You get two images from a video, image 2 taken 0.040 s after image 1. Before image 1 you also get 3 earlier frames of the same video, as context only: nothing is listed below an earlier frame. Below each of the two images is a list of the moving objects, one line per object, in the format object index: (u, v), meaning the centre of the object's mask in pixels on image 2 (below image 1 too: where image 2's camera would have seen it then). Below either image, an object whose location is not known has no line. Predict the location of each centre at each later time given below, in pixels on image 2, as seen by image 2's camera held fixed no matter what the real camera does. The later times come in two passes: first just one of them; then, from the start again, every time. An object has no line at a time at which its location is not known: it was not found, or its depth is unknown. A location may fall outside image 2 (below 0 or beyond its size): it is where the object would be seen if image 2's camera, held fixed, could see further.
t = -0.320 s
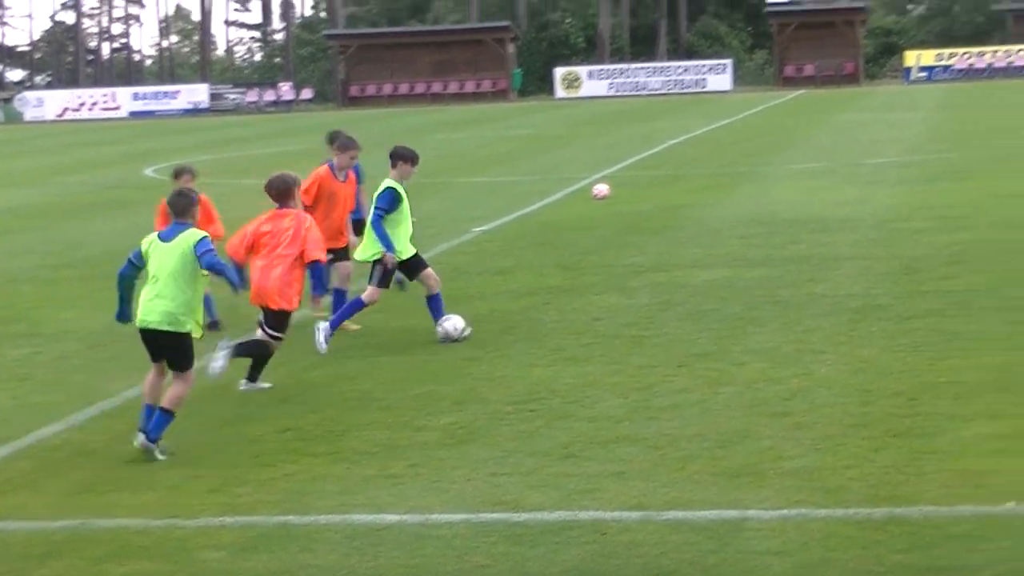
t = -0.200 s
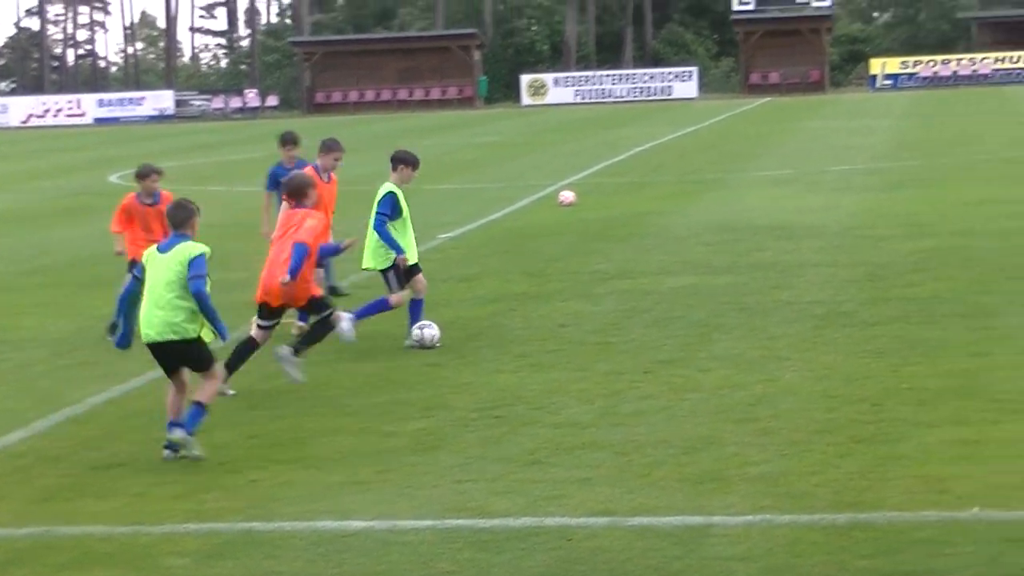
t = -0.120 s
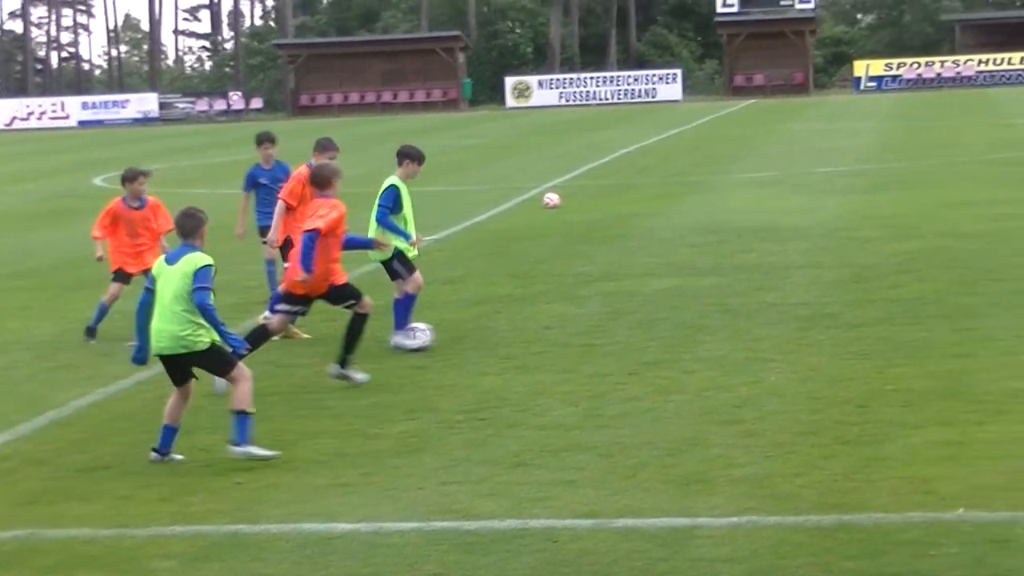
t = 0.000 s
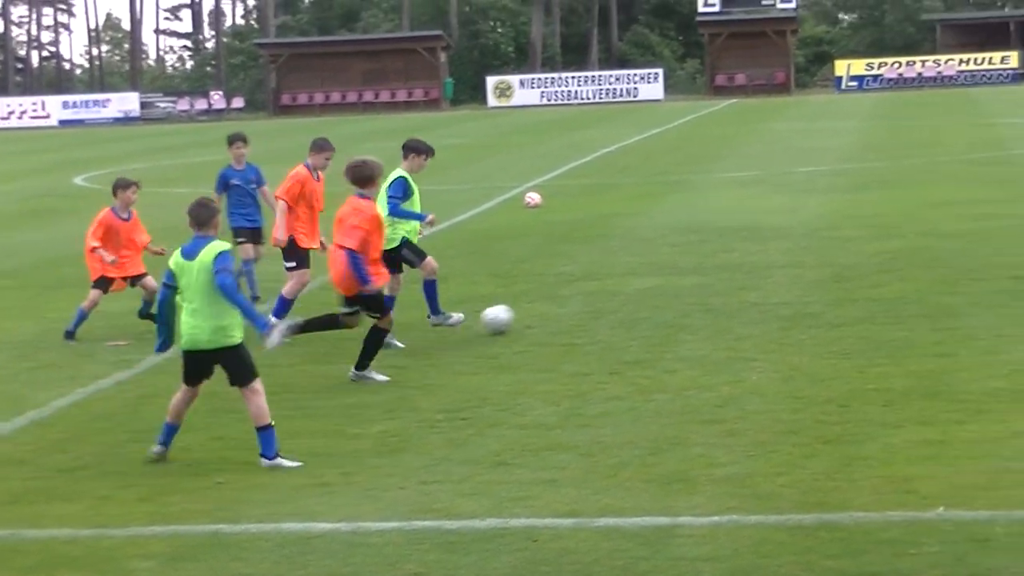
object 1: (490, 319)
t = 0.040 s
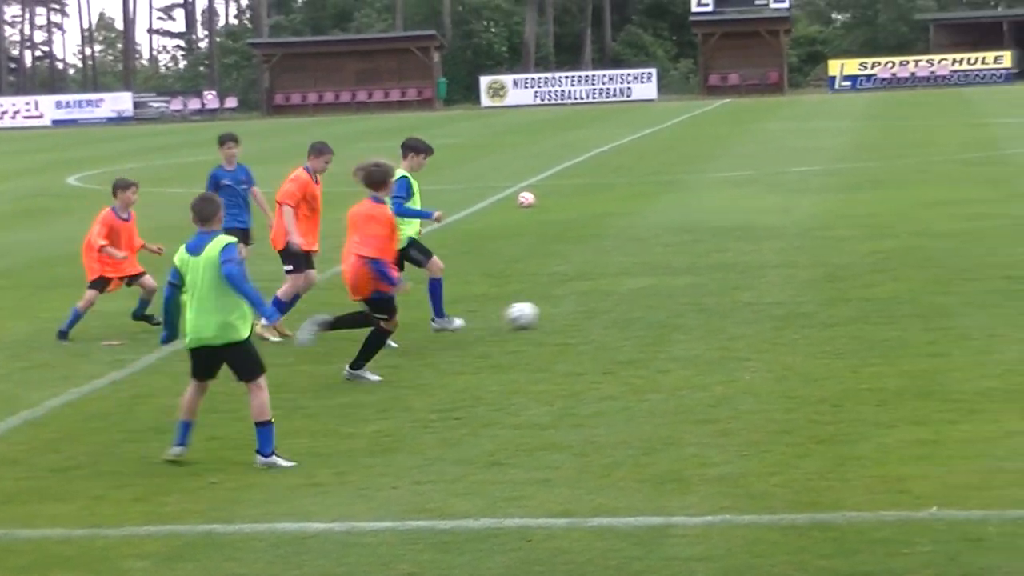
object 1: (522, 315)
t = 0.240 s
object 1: (648, 297)
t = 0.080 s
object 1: (551, 313)
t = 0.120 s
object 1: (577, 308)
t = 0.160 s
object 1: (601, 303)
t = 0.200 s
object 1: (625, 299)
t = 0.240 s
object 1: (648, 297)
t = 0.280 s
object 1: (669, 295)
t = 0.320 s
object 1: (687, 290)
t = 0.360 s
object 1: (706, 285)
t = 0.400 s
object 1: (725, 282)
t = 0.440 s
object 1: (744, 281)
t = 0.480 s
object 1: (763, 281)
